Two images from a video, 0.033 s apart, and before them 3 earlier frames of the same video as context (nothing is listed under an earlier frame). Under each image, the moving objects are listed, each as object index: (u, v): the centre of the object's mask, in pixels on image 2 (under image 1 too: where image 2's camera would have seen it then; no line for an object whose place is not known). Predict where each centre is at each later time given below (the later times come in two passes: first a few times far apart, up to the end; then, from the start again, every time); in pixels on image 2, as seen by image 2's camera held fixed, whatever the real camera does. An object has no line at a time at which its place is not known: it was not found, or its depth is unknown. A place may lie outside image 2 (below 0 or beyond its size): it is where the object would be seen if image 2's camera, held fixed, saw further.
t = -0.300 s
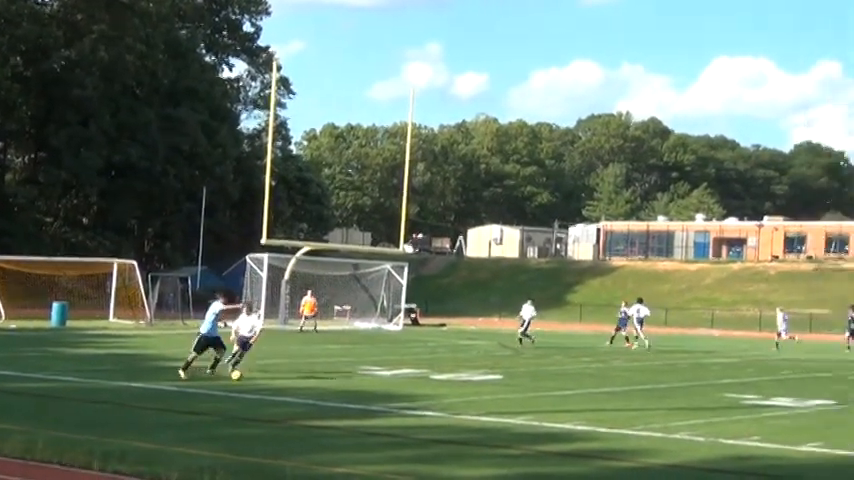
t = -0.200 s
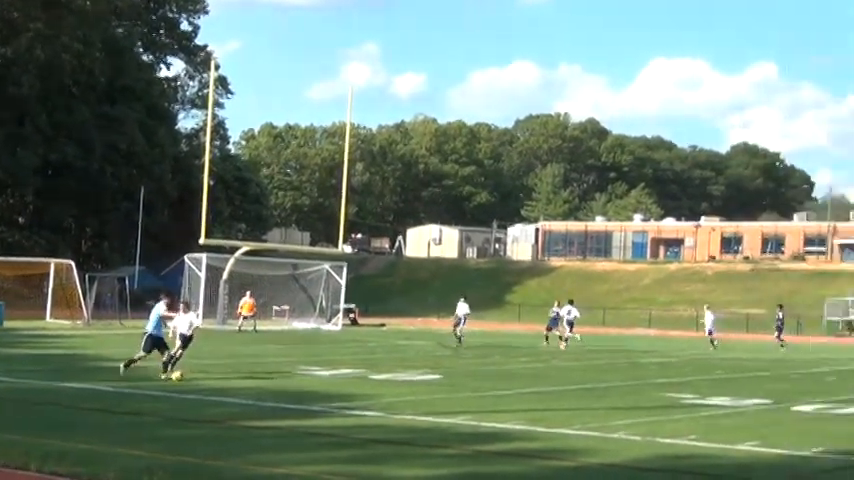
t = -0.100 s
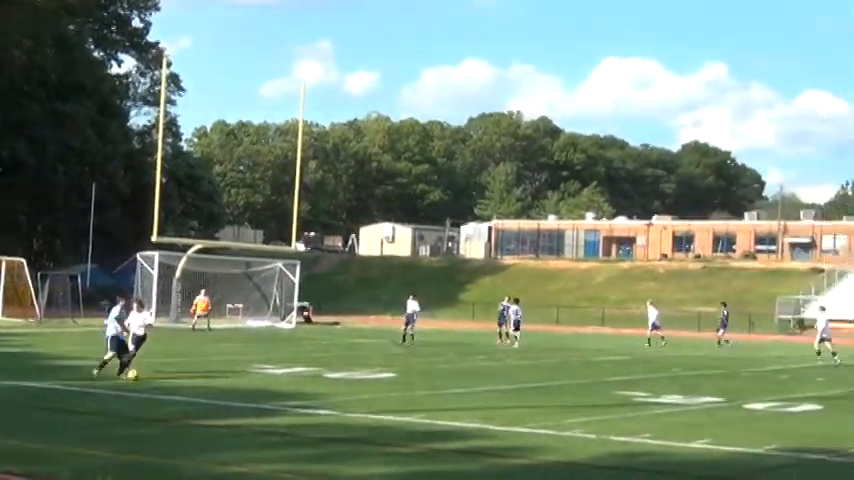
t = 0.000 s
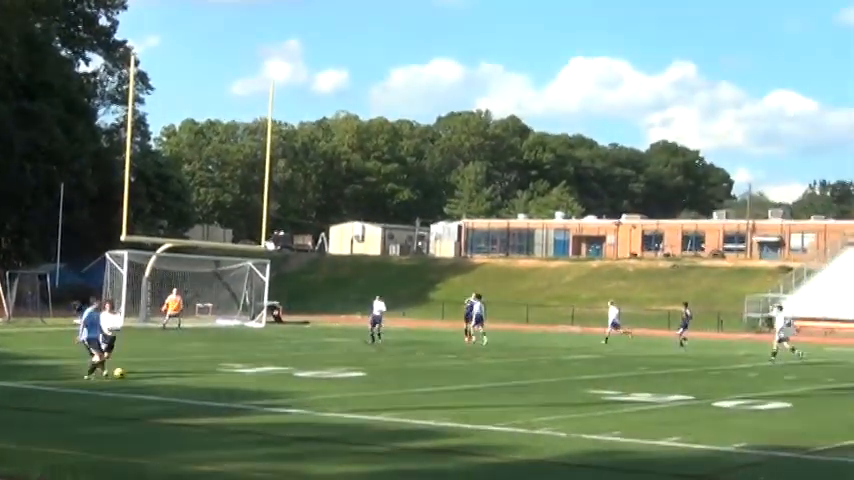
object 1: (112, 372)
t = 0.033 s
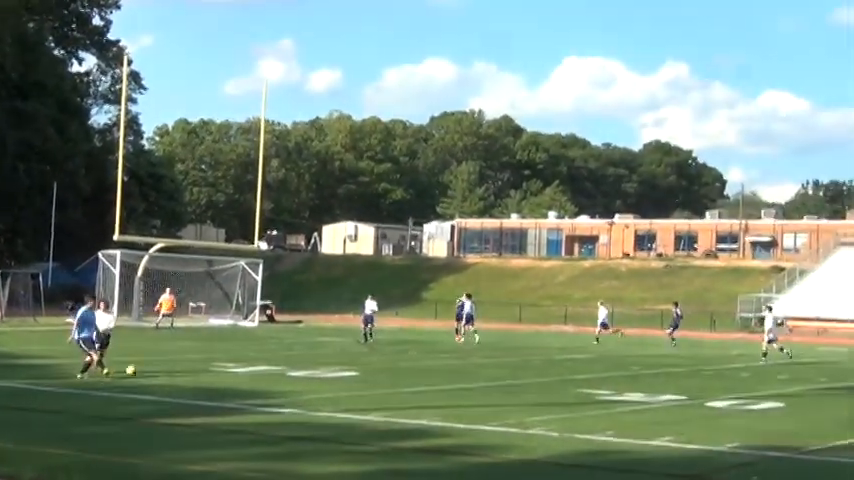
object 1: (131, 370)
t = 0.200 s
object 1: (222, 371)
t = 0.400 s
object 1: (314, 372)
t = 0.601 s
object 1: (387, 374)
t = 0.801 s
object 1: (447, 376)
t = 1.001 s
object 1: (498, 378)
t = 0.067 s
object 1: (149, 370)
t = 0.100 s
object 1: (168, 369)
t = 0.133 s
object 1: (185, 370)
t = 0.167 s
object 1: (203, 370)
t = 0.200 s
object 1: (222, 371)
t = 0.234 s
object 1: (239, 372)
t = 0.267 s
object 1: (257, 375)
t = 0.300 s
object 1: (272, 375)
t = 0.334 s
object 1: (287, 373)
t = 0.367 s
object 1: (300, 372)
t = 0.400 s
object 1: (314, 372)
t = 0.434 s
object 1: (327, 373)
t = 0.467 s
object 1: (340, 373)
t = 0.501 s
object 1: (353, 375)
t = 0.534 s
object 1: (366, 376)
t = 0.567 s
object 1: (376, 375)
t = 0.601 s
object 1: (387, 374)
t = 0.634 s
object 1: (398, 374)
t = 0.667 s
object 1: (408, 374)
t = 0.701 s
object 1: (418, 375)
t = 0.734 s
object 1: (428, 376)
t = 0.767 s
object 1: (437, 376)
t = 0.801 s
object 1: (447, 376)
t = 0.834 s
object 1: (456, 376)
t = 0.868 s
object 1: (465, 377)
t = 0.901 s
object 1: (473, 377)
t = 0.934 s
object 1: (482, 377)
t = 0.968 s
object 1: (490, 377)
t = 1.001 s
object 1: (498, 378)
